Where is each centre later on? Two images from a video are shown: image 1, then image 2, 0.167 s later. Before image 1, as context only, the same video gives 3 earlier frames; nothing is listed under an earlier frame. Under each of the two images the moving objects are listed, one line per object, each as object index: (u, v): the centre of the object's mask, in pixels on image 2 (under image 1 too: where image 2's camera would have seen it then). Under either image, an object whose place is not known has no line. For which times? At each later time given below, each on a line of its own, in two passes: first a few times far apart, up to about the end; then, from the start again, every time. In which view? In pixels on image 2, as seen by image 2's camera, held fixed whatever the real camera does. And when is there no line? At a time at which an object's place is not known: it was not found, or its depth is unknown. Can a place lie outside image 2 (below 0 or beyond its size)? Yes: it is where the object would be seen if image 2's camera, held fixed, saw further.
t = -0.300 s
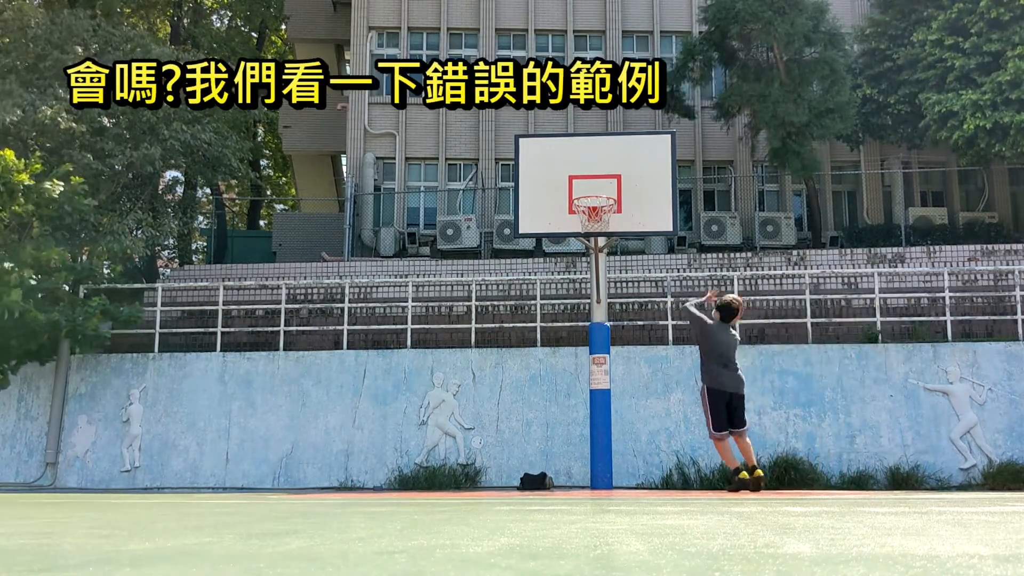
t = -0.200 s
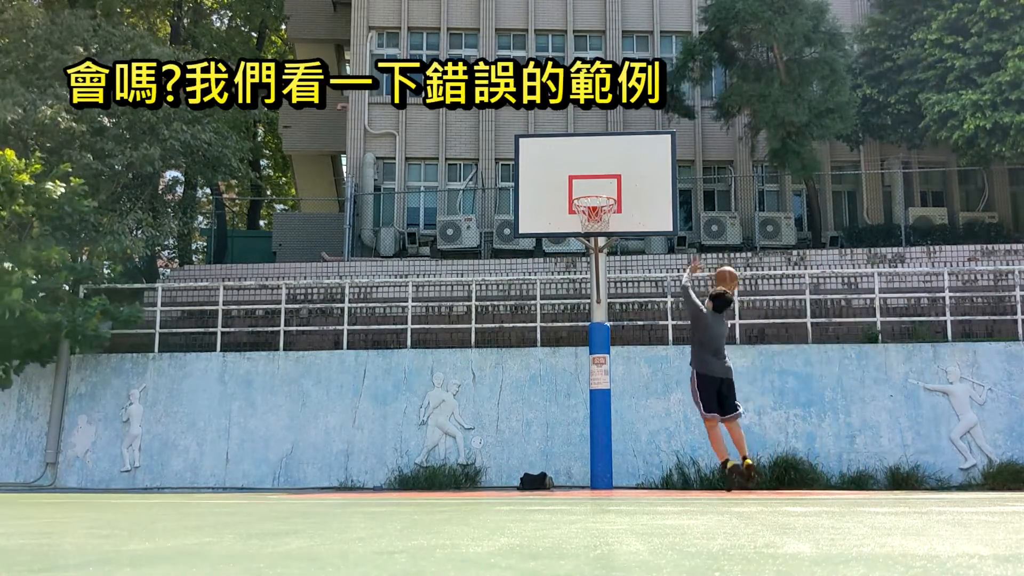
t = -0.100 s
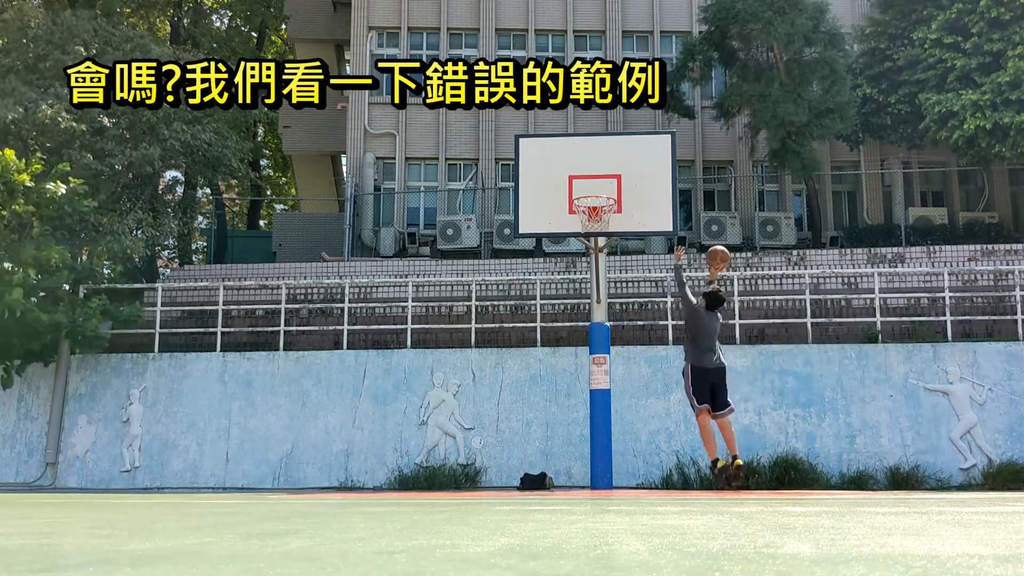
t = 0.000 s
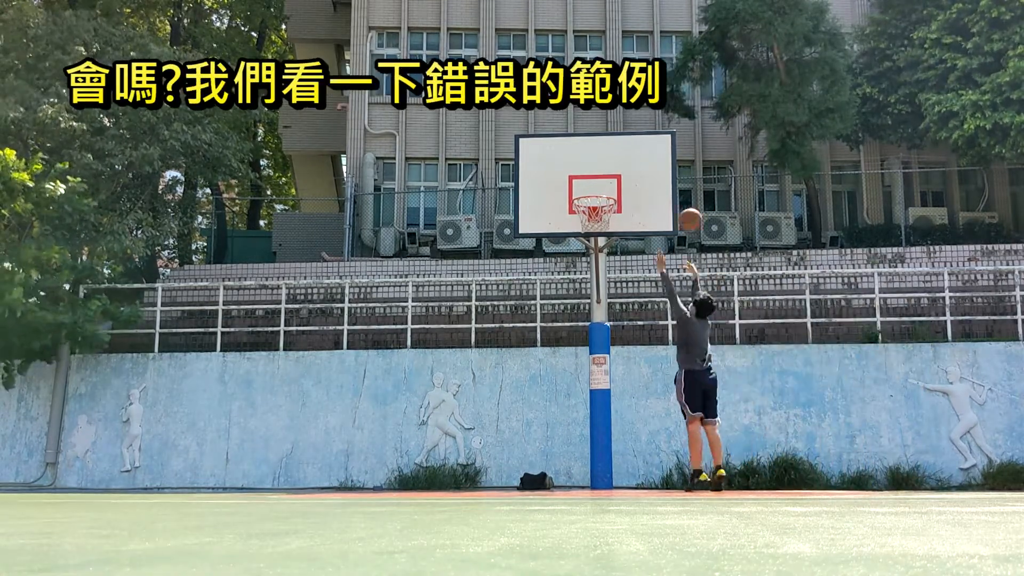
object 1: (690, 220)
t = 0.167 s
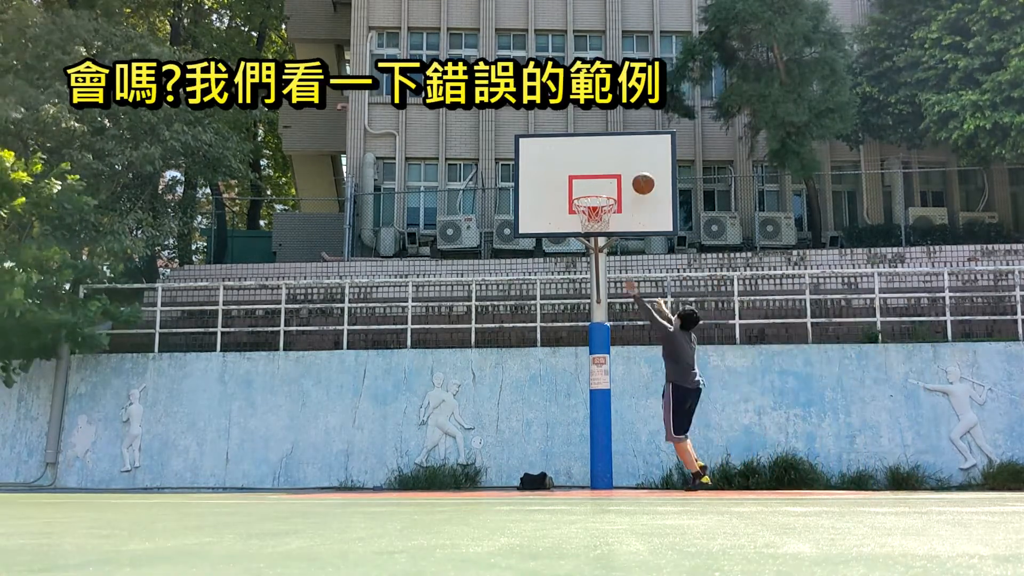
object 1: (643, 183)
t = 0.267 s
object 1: (615, 179)
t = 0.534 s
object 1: (587, 197)
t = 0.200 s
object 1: (636, 181)
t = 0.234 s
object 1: (628, 179)
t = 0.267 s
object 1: (615, 179)
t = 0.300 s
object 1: (607, 180)
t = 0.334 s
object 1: (603, 181)
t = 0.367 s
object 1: (599, 183)
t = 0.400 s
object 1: (595, 185)
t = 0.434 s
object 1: (591, 189)
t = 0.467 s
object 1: (587, 193)
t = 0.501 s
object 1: (584, 195)
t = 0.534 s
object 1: (587, 197)
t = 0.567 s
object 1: (589, 202)
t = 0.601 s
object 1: (592, 206)
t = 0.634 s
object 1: (597, 209)
